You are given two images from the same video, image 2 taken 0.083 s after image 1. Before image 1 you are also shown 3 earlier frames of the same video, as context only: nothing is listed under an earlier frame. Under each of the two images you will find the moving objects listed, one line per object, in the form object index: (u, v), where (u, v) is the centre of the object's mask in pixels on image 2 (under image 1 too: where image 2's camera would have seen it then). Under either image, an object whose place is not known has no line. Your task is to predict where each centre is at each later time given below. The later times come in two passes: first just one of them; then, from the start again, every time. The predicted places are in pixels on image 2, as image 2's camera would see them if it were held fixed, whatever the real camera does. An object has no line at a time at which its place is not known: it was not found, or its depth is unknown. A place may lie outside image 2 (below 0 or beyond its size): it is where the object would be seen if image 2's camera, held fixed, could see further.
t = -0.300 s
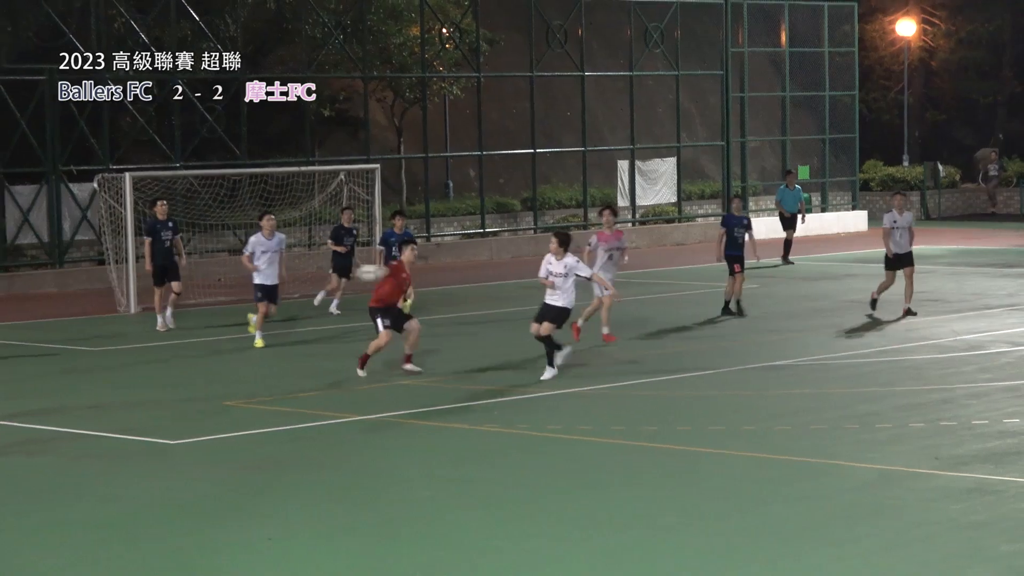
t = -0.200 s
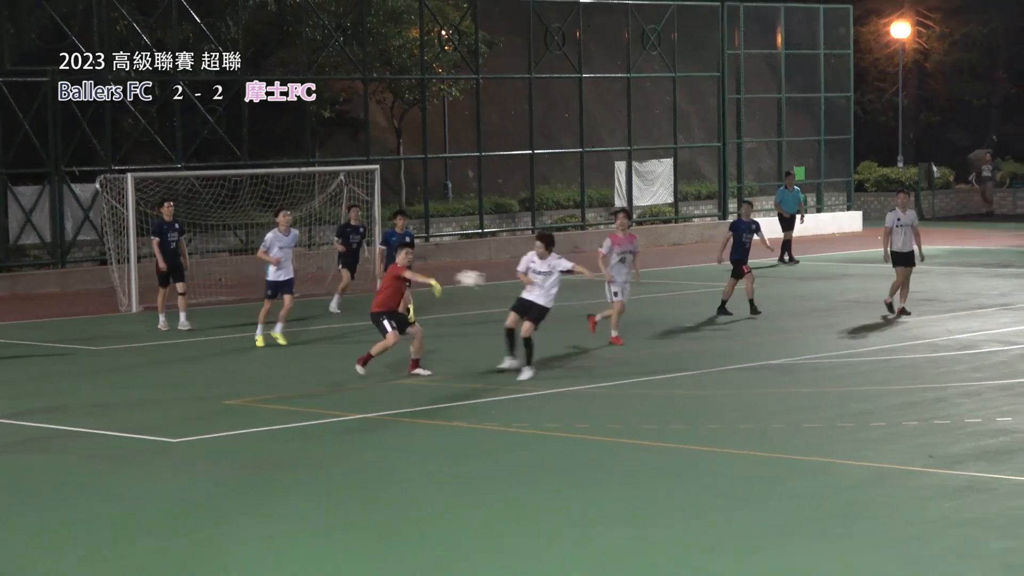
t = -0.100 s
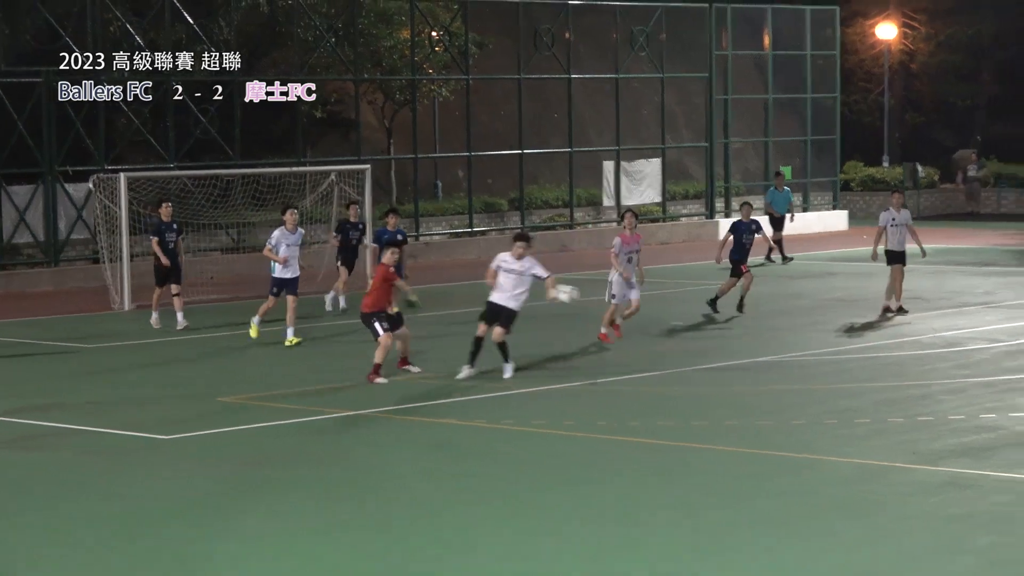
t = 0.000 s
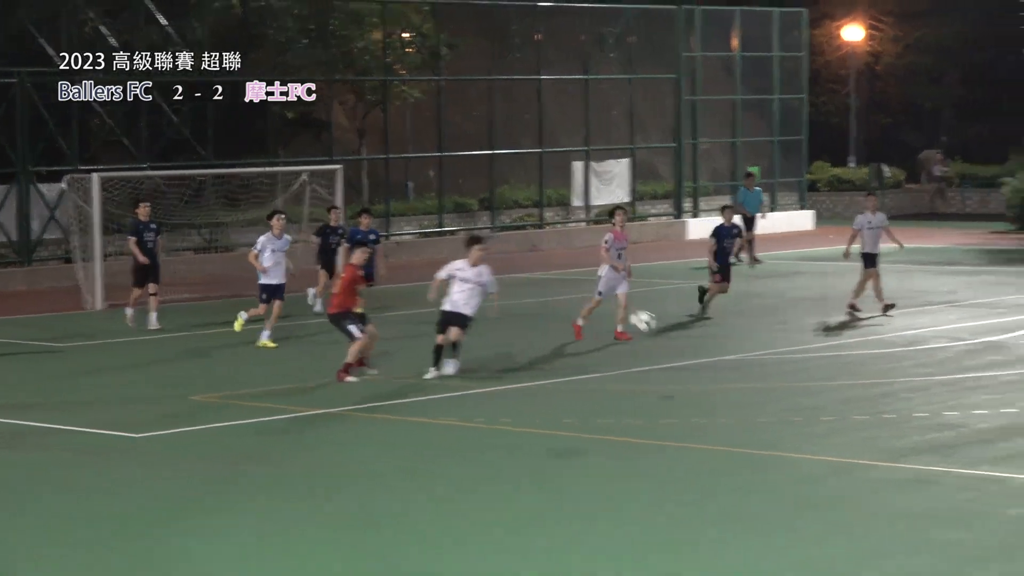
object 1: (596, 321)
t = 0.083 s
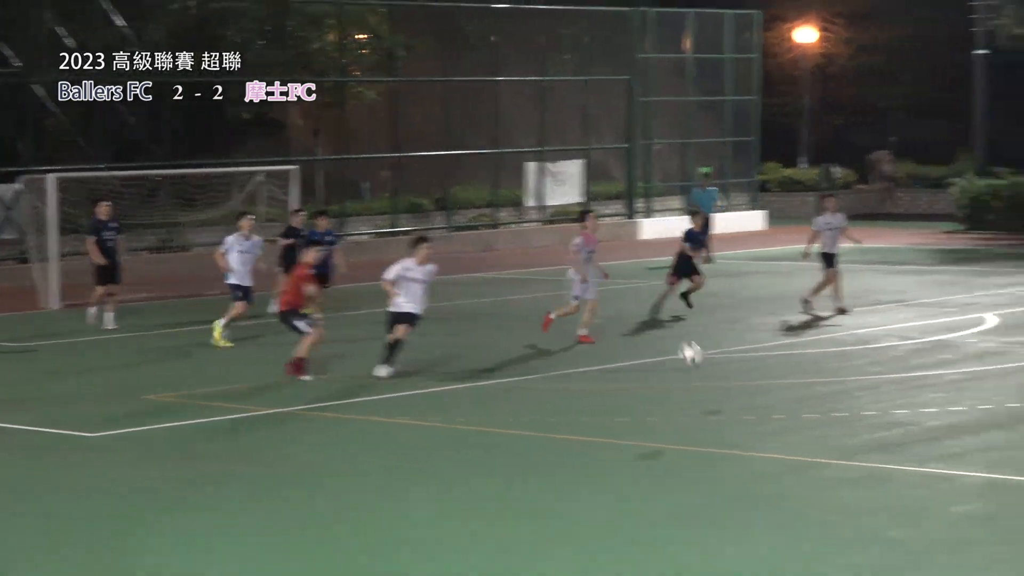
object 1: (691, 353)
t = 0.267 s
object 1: (898, 426)
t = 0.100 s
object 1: (710, 362)
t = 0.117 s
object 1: (729, 369)
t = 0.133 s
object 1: (749, 379)
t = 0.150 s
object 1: (768, 388)
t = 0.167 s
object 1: (789, 398)
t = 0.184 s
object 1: (810, 408)
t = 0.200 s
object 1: (831, 420)
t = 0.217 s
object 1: (852, 431)
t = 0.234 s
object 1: (871, 436)
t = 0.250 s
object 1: (886, 430)
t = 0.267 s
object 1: (898, 426)
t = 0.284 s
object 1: (914, 421)
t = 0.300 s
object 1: (928, 417)
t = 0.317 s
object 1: (943, 412)
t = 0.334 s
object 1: (957, 409)
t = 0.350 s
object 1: (972, 405)
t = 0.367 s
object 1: (987, 402)
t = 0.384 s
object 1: (1003, 399)
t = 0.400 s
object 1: (1018, 396)
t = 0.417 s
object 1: (1033, 394)
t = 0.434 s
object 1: (1049, 392)
